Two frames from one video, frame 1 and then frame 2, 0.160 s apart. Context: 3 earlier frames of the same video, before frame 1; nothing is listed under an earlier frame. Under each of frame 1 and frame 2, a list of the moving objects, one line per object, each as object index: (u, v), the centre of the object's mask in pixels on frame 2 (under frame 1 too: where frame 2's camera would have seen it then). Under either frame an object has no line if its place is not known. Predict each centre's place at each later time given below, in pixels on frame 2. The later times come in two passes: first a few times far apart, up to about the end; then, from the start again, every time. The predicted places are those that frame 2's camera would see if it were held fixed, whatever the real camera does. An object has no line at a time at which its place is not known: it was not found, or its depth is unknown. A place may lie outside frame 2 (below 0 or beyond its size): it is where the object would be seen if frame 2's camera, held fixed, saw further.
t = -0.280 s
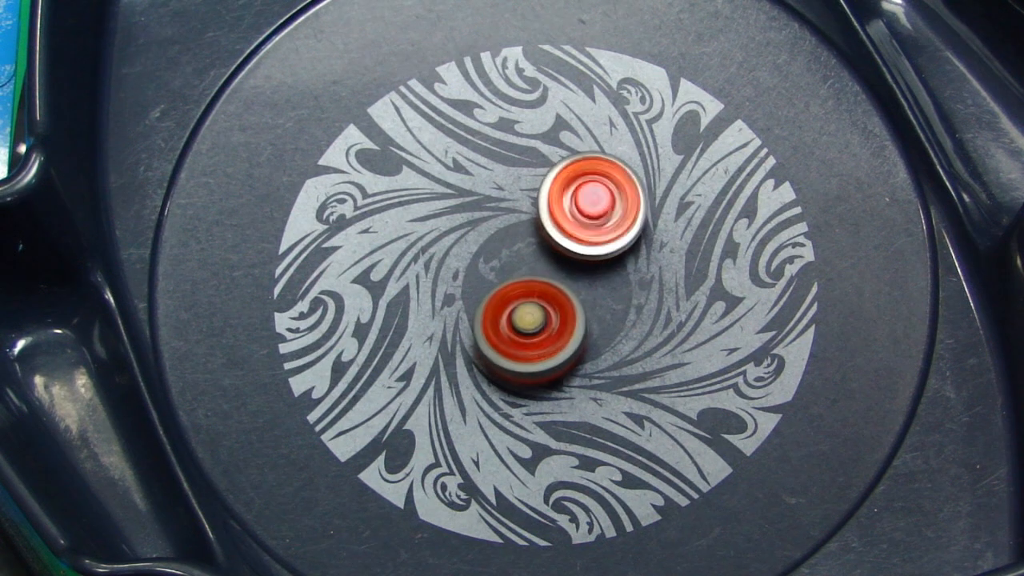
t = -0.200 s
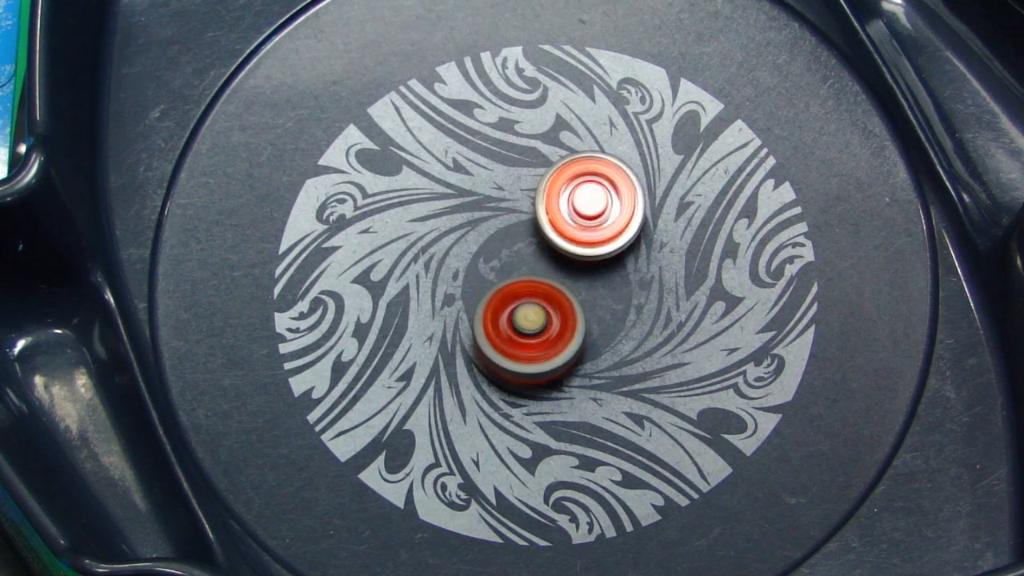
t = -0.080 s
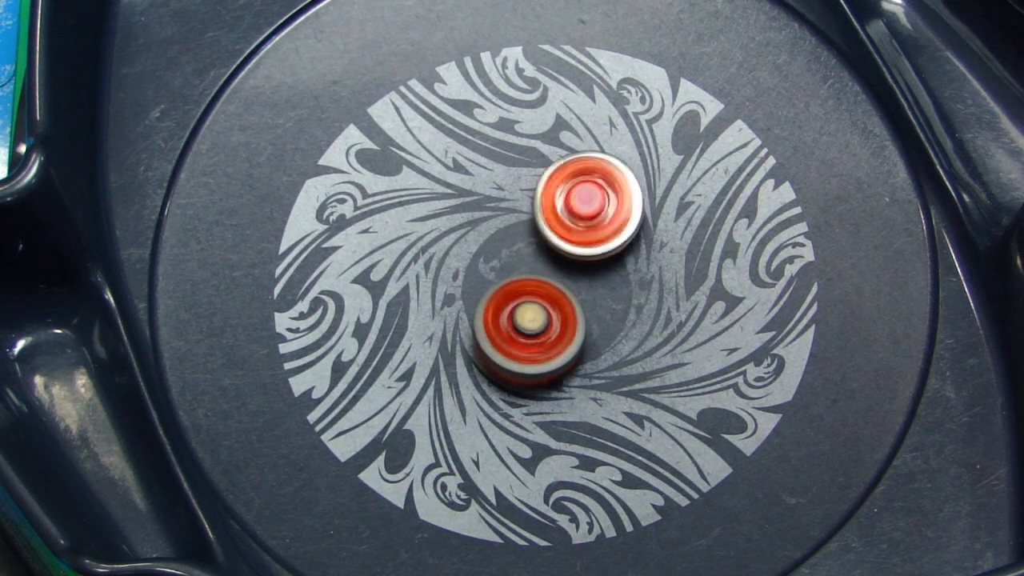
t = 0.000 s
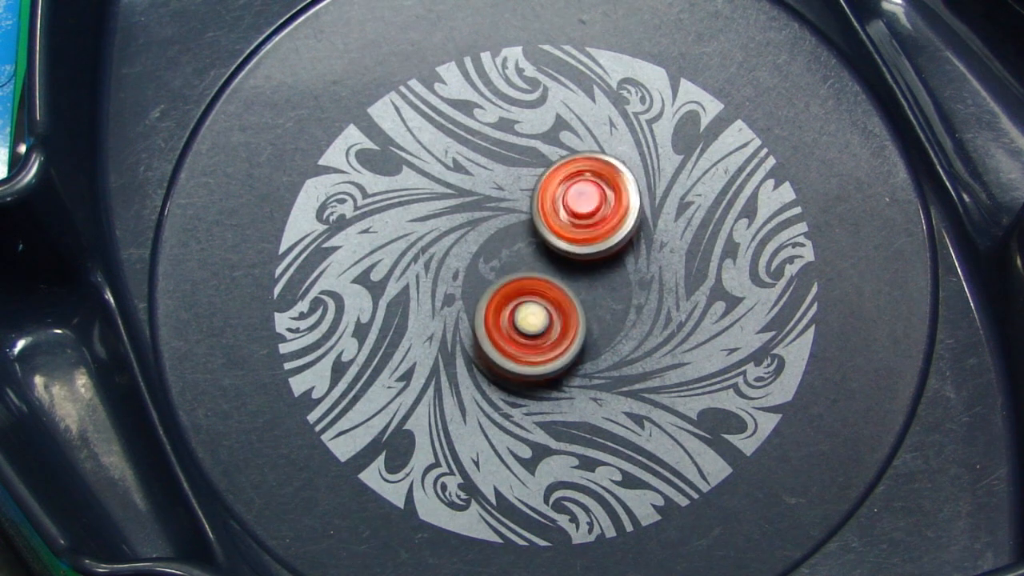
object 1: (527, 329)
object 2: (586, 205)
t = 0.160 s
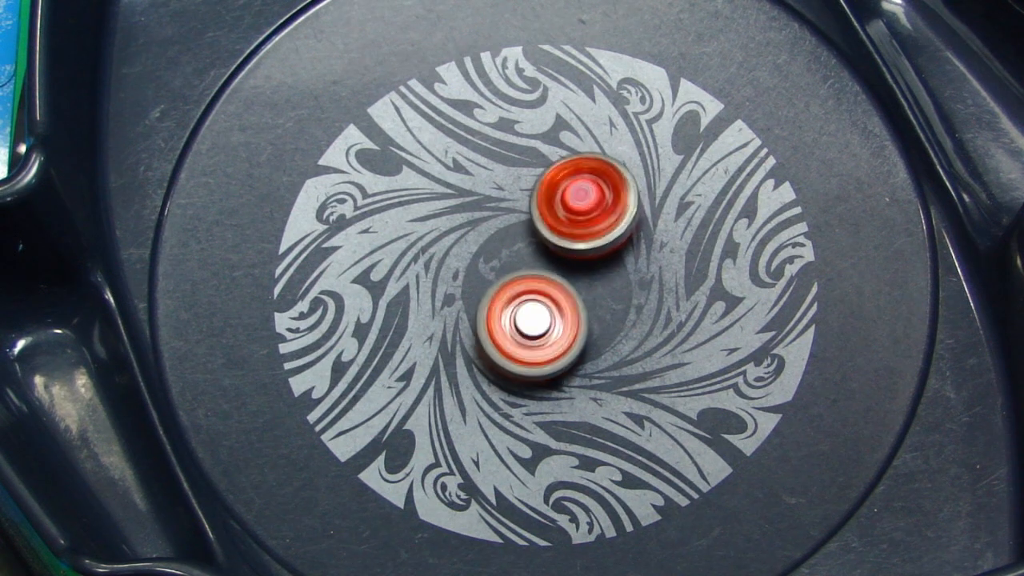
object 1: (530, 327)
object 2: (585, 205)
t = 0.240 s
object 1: (533, 325)
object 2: (584, 206)
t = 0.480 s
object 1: (539, 326)
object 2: (580, 206)
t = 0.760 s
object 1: (542, 332)
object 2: (575, 207)
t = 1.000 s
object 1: (540, 332)
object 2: (571, 206)
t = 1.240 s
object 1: (543, 327)
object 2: (568, 207)
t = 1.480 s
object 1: (549, 326)
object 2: (565, 208)
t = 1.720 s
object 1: (553, 329)
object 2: (562, 209)
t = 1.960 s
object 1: (552, 332)
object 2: (558, 209)
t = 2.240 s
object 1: (553, 329)
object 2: (555, 209)
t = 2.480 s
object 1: (557, 326)
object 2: (553, 210)
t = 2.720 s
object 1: (562, 327)
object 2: (550, 212)
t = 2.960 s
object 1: (563, 330)
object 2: (546, 212)
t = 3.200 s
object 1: (562, 328)
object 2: (544, 213)
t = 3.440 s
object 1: (565, 323)
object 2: (543, 214)
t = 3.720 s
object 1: (569, 323)
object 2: (538, 216)
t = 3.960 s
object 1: (571, 325)
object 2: (535, 217)
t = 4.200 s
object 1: (571, 325)
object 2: (534, 218)
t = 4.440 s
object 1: (573, 320)
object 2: (532, 219)
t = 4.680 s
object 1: (576, 319)
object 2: (529, 220)
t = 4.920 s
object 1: (579, 320)
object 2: (526, 221)
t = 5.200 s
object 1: (578, 320)
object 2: (526, 222)
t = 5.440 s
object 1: (579, 316)
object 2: (523, 224)
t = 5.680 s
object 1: (584, 334)
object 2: (520, 208)
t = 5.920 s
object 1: (586, 336)
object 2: (515, 209)
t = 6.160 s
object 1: (587, 333)
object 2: (508, 220)
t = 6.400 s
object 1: (590, 328)
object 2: (499, 223)
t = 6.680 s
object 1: (595, 326)
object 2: (494, 227)
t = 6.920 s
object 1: (596, 327)
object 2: (491, 232)
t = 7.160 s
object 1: (597, 324)
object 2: (486, 238)
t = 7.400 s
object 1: (600, 318)
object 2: (486, 242)
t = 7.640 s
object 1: (603, 316)
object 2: (480, 246)
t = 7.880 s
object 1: (604, 317)
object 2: (479, 252)
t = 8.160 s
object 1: (605, 312)
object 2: (480, 255)
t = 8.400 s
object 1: (607, 308)
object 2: (477, 261)
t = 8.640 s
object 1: (609, 308)
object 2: (475, 263)
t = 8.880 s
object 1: (609, 306)
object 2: (476, 266)
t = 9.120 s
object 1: (609, 300)
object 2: (476, 272)
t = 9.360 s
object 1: (610, 297)
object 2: (472, 273)
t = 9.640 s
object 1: (611, 298)
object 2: (475, 276)
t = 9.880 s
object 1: (610, 294)
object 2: (477, 282)
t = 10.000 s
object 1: (610, 291)
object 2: (475, 283)
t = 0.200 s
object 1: (533, 324)
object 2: (584, 205)
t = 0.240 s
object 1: (533, 325)
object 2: (584, 206)
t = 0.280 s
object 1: (535, 324)
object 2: (583, 205)
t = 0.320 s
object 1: (536, 324)
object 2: (582, 206)
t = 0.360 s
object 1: (536, 325)
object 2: (582, 206)
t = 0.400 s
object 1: (538, 325)
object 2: (581, 206)
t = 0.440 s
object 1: (539, 325)
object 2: (580, 206)
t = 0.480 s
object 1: (539, 326)
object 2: (580, 206)
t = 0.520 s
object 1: (540, 326)
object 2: (579, 206)
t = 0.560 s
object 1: (540, 327)
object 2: (578, 206)
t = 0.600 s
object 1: (542, 329)
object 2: (578, 206)
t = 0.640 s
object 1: (542, 329)
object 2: (577, 206)
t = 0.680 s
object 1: (542, 330)
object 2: (576, 206)
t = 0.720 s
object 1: (542, 332)
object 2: (576, 206)
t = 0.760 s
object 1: (542, 332)
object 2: (575, 207)
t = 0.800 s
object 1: (542, 333)
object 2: (574, 206)
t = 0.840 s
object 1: (541, 333)
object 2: (574, 206)
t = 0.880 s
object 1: (541, 333)
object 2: (573, 206)
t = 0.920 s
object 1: (541, 333)
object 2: (572, 206)
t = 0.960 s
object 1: (541, 333)
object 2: (572, 206)
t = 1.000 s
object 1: (540, 332)
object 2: (571, 206)
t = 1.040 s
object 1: (540, 331)
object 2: (570, 206)
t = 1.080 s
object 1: (541, 331)
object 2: (570, 206)
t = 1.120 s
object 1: (541, 330)
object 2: (569, 206)
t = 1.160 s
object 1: (542, 329)
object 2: (569, 206)
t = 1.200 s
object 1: (543, 327)
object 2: (569, 206)
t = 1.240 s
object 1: (543, 327)
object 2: (568, 207)
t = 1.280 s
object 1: (544, 327)
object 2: (568, 207)
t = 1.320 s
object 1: (545, 327)
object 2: (567, 207)
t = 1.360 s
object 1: (546, 326)
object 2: (567, 207)
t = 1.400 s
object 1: (547, 326)
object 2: (566, 207)
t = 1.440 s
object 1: (548, 326)
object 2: (566, 207)
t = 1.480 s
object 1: (549, 326)
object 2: (565, 208)
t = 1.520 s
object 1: (549, 326)
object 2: (565, 207)
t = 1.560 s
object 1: (550, 327)
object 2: (565, 207)
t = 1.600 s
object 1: (551, 327)
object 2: (564, 208)
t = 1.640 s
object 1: (552, 328)
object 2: (563, 208)
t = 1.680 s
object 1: (552, 328)
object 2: (563, 208)
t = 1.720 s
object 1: (553, 329)
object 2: (562, 209)
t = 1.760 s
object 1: (553, 330)
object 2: (561, 209)
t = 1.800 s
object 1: (553, 330)
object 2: (561, 208)
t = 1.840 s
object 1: (553, 331)
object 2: (560, 209)
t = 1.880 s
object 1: (553, 332)
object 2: (559, 209)
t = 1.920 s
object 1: (553, 332)
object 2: (559, 209)
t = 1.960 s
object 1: (552, 332)
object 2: (558, 209)
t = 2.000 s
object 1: (552, 332)
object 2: (557, 209)
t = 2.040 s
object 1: (552, 331)
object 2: (557, 209)
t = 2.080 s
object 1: (552, 331)
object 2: (556, 209)
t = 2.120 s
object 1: (552, 331)
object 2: (556, 209)
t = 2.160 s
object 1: (552, 330)
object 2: (556, 209)
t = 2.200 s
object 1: (552, 330)
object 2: (556, 209)
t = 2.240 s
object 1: (553, 329)
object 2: (555, 209)
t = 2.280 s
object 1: (553, 328)
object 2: (555, 209)
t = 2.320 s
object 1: (554, 328)
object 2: (554, 209)
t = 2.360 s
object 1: (555, 327)
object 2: (554, 210)
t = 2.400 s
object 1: (556, 326)
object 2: (553, 210)
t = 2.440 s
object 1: (557, 326)
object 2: (554, 210)
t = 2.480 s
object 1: (557, 326)
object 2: (553, 210)
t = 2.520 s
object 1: (558, 326)
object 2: (552, 211)
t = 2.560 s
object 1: (559, 326)
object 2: (552, 211)
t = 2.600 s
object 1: (560, 326)
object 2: (552, 211)
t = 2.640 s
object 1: (560, 326)
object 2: (550, 212)
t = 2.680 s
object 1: (561, 326)
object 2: (550, 212)
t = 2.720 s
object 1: (562, 327)
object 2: (550, 212)
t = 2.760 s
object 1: (561, 327)
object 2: (549, 212)
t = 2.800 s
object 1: (563, 328)
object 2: (548, 212)
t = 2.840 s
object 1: (563, 329)
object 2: (548, 212)
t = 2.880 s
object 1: (563, 329)
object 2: (547, 212)
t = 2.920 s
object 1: (563, 330)
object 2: (546, 212)
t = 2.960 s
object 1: (563, 330)
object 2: (546, 212)
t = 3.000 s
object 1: (562, 330)
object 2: (546, 213)
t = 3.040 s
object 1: (562, 330)
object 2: (545, 213)
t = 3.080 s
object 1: (562, 330)
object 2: (545, 213)
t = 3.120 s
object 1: (562, 329)
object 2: (545, 213)
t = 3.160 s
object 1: (562, 329)
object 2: (544, 213)
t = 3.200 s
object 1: (562, 328)
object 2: (544, 213)
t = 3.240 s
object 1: (562, 327)
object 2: (544, 213)
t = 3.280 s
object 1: (563, 326)
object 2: (544, 213)
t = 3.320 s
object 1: (563, 326)
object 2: (544, 214)
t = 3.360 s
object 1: (564, 325)
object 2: (543, 214)
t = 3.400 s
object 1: (564, 324)
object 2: (543, 214)
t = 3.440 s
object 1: (565, 323)
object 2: (543, 214)
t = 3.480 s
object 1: (566, 323)
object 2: (542, 215)
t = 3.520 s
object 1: (566, 323)
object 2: (542, 215)
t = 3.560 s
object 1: (567, 323)
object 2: (541, 215)
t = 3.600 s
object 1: (567, 323)
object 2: (541, 216)
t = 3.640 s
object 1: (569, 323)
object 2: (540, 216)
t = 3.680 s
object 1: (569, 323)
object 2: (539, 216)
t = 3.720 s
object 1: (569, 323)
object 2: (538, 216)
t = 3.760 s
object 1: (570, 323)
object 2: (538, 216)
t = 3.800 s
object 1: (570, 323)
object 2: (538, 216)
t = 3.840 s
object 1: (571, 324)
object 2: (536, 216)
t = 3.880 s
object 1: (571, 324)
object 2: (536, 216)
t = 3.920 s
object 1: (571, 325)
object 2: (536, 217)
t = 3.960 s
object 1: (571, 325)
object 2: (535, 217)
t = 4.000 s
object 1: (571, 326)
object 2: (535, 217)
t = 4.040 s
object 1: (571, 326)
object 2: (535, 217)
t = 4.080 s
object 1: (571, 326)
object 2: (535, 217)
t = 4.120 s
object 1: (571, 325)
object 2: (534, 217)
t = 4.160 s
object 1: (571, 325)
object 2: (535, 217)
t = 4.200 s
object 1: (571, 325)
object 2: (534, 218)
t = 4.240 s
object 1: (571, 323)
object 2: (534, 217)
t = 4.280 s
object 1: (571, 323)
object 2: (534, 218)
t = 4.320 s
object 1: (571, 323)
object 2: (533, 218)
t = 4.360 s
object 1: (572, 322)
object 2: (533, 218)
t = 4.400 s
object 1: (572, 321)
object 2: (533, 218)
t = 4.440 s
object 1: (573, 320)
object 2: (532, 219)
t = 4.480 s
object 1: (573, 320)
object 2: (532, 219)
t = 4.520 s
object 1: (574, 319)
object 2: (532, 219)
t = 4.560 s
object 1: (575, 319)
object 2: (531, 220)
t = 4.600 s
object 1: (575, 319)
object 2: (530, 220)
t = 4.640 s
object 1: (576, 318)
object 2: (529, 220)
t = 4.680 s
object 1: (576, 319)
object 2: (529, 220)
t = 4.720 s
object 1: (577, 319)
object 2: (528, 221)
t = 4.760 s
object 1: (577, 319)
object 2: (528, 221)
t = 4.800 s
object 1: (578, 318)
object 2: (527, 221)
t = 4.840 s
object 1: (578, 319)
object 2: (527, 221)
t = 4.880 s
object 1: (578, 319)
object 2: (526, 221)
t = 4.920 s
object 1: (579, 320)
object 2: (526, 221)
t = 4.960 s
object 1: (579, 320)
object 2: (527, 221)
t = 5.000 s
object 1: (579, 321)
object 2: (526, 222)
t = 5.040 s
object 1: (579, 321)
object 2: (526, 221)
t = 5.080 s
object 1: (578, 321)
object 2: (526, 222)
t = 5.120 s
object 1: (578, 321)
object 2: (526, 222)
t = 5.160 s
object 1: (578, 321)
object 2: (525, 222)
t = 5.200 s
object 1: (578, 320)
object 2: (526, 222)
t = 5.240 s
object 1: (578, 319)
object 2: (525, 223)
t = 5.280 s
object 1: (578, 318)
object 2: (525, 223)
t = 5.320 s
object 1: (578, 318)
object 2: (525, 223)
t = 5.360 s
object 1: (579, 317)
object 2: (525, 224)
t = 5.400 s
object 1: (579, 317)
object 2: (524, 224)
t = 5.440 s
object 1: (579, 316)
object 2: (523, 224)
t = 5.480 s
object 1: (580, 316)
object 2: (523, 224)
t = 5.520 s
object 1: (580, 316)
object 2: (524, 224)
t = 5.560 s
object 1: (583, 324)
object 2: (522, 216)
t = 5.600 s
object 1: (585, 333)
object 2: (519, 207)
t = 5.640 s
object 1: (582, 334)
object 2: (522, 206)
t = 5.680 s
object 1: (584, 334)
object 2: (520, 208)
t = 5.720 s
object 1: (584, 335)
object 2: (518, 207)
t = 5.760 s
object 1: (584, 335)
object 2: (519, 207)
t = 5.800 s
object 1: (585, 334)
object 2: (518, 207)
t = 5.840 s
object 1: (586, 336)
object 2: (515, 208)
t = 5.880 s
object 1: (586, 336)
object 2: (516, 208)
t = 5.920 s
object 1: (586, 336)
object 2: (515, 209)
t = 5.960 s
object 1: (586, 336)
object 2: (515, 210)
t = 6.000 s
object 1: (586, 336)
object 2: (515, 211)
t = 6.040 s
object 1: (586, 335)
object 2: (513, 214)
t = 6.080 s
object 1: (586, 334)
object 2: (512, 216)
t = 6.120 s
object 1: (586, 334)
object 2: (510, 218)
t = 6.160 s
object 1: (587, 333)
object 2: (508, 220)
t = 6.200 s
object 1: (587, 333)
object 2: (506, 221)
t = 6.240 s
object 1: (587, 331)
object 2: (502, 222)
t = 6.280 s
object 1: (588, 330)
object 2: (500, 222)
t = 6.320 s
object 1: (589, 329)
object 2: (499, 222)
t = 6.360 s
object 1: (589, 328)
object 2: (499, 222)
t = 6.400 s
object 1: (590, 328)
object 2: (499, 223)
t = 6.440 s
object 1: (592, 327)
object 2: (498, 223)
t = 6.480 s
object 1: (593, 326)
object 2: (498, 224)
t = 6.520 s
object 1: (593, 326)
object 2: (498, 225)
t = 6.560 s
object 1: (593, 326)
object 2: (497, 226)
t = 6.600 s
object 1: (594, 326)
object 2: (496, 226)
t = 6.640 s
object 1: (595, 326)
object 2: (494, 227)
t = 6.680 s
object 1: (595, 326)
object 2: (494, 227)
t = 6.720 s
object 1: (596, 327)
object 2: (493, 227)
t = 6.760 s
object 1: (596, 327)
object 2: (492, 228)
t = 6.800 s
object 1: (596, 327)
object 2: (491, 228)
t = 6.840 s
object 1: (597, 327)
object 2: (491, 230)
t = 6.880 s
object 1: (596, 327)
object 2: (491, 231)
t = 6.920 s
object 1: (596, 327)
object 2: (491, 232)
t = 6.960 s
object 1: (597, 327)
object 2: (491, 233)
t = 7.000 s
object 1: (597, 327)
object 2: (490, 234)
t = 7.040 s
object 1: (596, 326)
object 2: (488, 237)
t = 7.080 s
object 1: (596, 325)
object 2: (487, 237)
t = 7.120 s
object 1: (596, 324)
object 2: (486, 238)
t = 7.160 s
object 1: (597, 324)
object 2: (486, 238)
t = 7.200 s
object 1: (597, 323)
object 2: (486, 239)
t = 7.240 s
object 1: (598, 321)
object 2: (486, 239)
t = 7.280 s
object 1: (599, 319)
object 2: (486, 240)
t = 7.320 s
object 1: (599, 319)
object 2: (486, 240)
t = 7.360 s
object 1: (600, 318)
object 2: (486, 241)
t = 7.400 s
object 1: (600, 318)
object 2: (486, 242)
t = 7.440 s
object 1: (601, 317)
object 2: (484, 244)
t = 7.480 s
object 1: (602, 317)
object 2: (483, 245)
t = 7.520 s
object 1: (602, 317)
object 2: (482, 245)
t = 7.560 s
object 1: (602, 317)
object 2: (482, 245)
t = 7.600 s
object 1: (603, 316)
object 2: (481, 245)
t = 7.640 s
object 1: (603, 316)
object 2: (480, 246)
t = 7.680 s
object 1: (604, 317)
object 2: (480, 246)
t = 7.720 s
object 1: (604, 317)
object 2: (480, 247)
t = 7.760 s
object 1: (604, 317)
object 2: (480, 248)
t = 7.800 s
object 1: (604, 317)
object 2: (480, 249)
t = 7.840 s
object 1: (604, 317)
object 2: (479, 251)
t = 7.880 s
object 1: (604, 317)
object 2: (479, 252)
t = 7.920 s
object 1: (604, 316)
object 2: (479, 252)
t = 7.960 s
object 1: (604, 316)
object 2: (479, 252)
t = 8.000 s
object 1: (604, 316)
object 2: (479, 253)
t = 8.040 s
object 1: (604, 315)
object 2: (478, 253)
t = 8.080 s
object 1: (605, 313)
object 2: (479, 254)
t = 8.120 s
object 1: (605, 312)
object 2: (480, 255)
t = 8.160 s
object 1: (605, 312)
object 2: (480, 255)
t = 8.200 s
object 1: (606, 311)
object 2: (480, 256)
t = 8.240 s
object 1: (606, 310)
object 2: (480, 258)
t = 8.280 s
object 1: (607, 309)
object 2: (479, 259)
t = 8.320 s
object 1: (607, 308)
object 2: (478, 259)
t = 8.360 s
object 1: (607, 308)
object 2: (478, 260)
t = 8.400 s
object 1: (607, 308)
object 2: (477, 261)
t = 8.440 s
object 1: (607, 308)
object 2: (476, 261)
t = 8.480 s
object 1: (608, 308)
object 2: (475, 261)
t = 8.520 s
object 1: (608, 307)
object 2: (475, 262)
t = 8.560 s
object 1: (608, 307)
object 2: (474, 262)
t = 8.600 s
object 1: (609, 308)
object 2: (474, 262)
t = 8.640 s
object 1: (609, 308)
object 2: (475, 263)
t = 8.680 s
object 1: (609, 308)
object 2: (475, 264)
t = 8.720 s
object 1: (609, 308)
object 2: (475, 265)
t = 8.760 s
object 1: (609, 308)
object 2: (475, 265)
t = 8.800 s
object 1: (609, 307)
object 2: (475, 265)
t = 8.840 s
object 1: (609, 307)
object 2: (476, 265)
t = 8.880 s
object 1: (609, 306)
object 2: (476, 266)
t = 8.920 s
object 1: (609, 306)
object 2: (477, 267)
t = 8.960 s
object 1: (609, 305)
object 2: (477, 268)
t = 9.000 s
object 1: (608, 304)
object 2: (478, 268)
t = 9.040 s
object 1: (609, 303)
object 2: (478, 270)
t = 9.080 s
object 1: (609, 301)
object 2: (477, 272)
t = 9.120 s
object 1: (609, 300)
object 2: (476, 272)
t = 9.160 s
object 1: (609, 299)
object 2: (476, 272)
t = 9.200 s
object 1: (610, 299)
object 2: (475, 273)
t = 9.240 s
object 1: (610, 298)
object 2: (474, 273)
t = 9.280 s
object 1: (610, 298)
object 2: (473, 273)
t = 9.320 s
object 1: (610, 298)
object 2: (472, 273)
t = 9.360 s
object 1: (610, 297)
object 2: (472, 273)
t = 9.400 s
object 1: (610, 297)
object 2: (472, 274)
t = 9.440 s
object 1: (610, 297)
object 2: (473, 274)
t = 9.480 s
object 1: (611, 297)
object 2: (473, 275)
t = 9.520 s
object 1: (611, 298)
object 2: (473, 275)
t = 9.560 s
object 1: (611, 298)
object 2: (474, 275)
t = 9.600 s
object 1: (611, 297)
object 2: (475, 276)
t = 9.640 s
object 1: (611, 298)
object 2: (475, 276)
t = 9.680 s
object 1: (611, 297)
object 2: (477, 276)
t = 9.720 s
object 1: (611, 296)
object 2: (478, 277)
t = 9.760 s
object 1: (611, 296)
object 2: (478, 278)
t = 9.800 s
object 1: (611, 296)
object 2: (478, 279)
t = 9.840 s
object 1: (610, 296)
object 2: (478, 281)
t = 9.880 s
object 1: (610, 294)
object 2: (477, 282)
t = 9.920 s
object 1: (610, 293)
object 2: (477, 282)
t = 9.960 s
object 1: (610, 292)
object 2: (476, 283)
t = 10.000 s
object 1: (610, 291)
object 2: (475, 283)
